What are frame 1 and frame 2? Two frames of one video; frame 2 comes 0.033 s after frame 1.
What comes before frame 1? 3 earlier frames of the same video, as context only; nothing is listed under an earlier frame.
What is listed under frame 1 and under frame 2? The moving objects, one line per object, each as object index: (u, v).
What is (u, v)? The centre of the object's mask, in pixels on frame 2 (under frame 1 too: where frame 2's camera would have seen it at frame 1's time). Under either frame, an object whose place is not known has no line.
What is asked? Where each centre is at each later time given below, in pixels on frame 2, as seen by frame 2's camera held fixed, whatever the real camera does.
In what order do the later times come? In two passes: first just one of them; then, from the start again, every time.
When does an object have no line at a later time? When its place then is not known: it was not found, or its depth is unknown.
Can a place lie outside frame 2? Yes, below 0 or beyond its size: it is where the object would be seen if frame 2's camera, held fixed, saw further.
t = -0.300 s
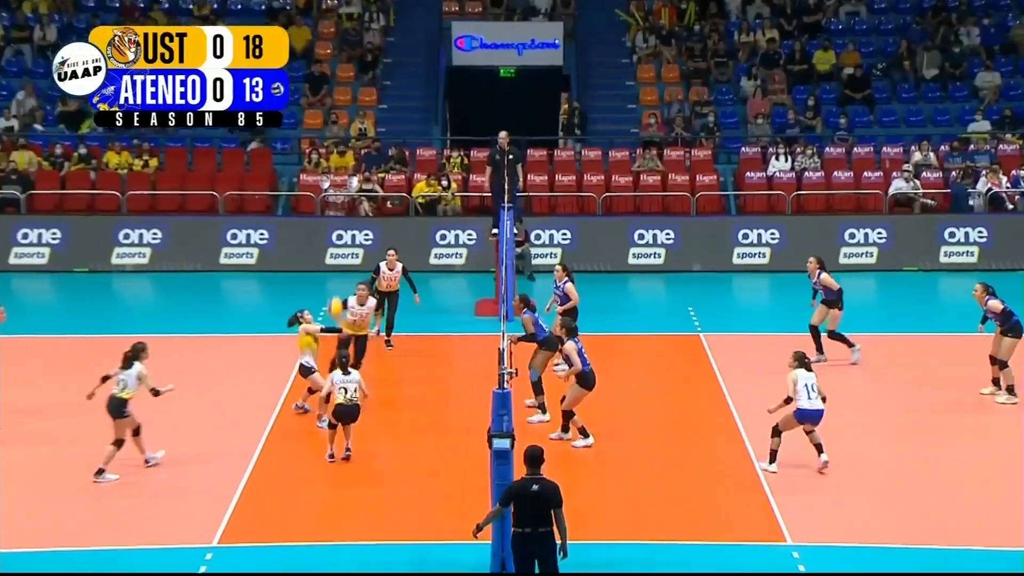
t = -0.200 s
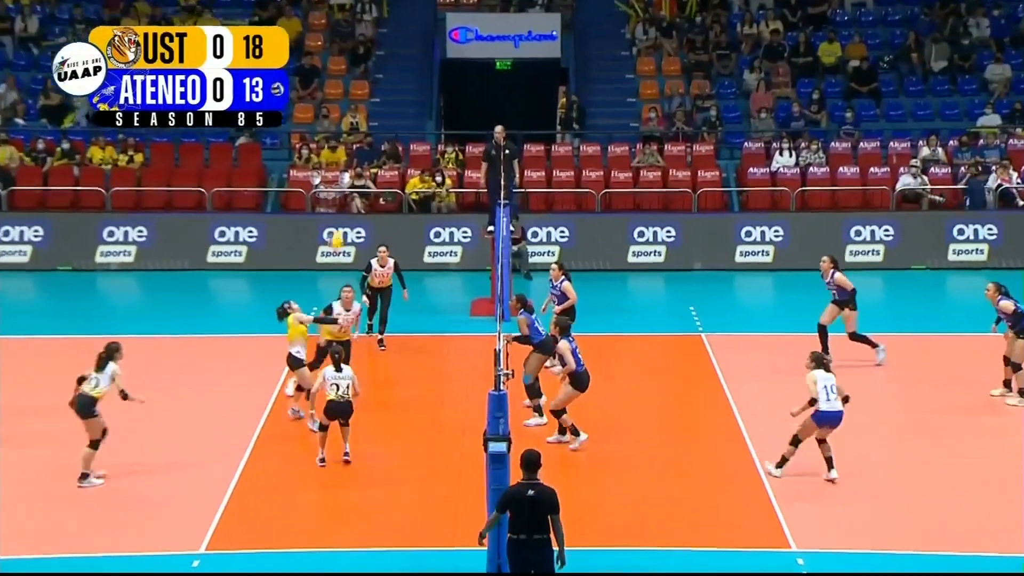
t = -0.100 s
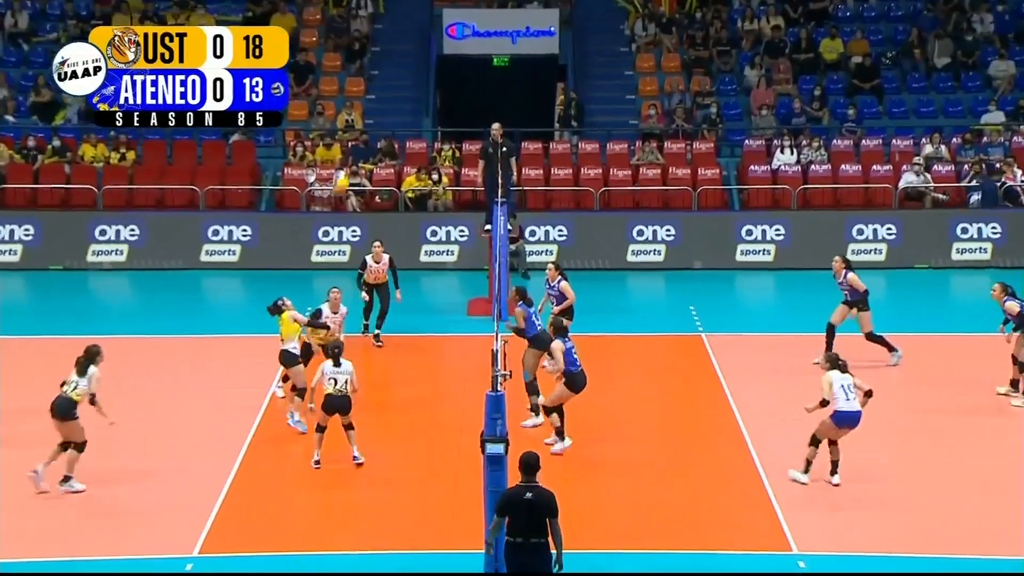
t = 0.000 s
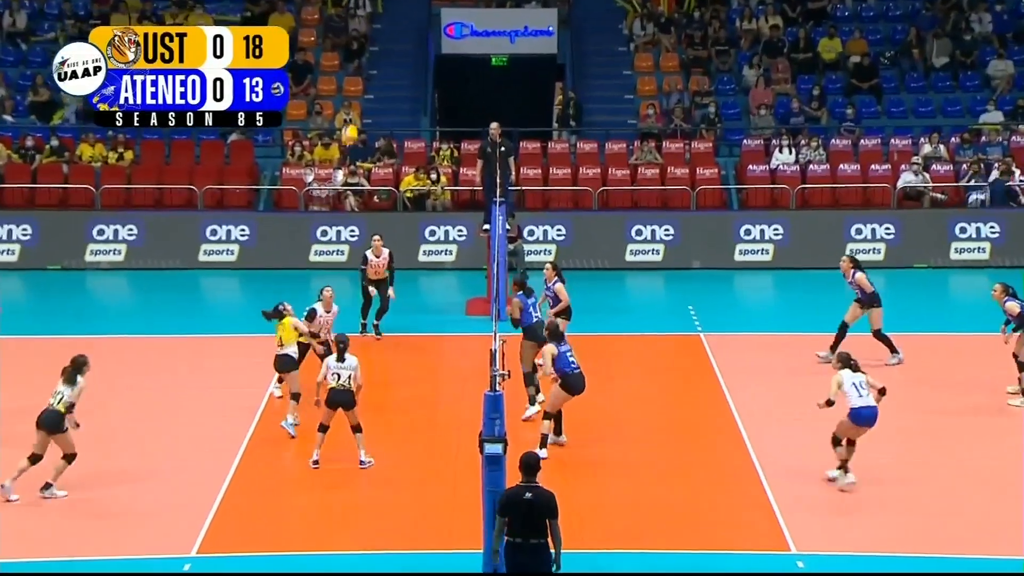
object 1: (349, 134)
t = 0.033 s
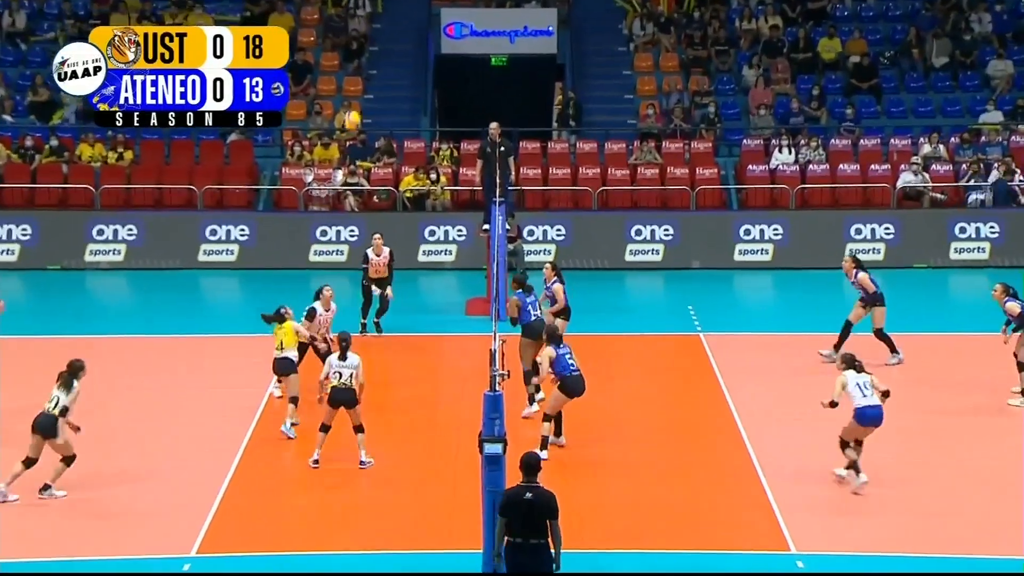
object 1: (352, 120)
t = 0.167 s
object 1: (365, 75)
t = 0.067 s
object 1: (356, 108)
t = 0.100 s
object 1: (359, 95)
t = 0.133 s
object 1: (362, 85)
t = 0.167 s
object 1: (365, 75)
